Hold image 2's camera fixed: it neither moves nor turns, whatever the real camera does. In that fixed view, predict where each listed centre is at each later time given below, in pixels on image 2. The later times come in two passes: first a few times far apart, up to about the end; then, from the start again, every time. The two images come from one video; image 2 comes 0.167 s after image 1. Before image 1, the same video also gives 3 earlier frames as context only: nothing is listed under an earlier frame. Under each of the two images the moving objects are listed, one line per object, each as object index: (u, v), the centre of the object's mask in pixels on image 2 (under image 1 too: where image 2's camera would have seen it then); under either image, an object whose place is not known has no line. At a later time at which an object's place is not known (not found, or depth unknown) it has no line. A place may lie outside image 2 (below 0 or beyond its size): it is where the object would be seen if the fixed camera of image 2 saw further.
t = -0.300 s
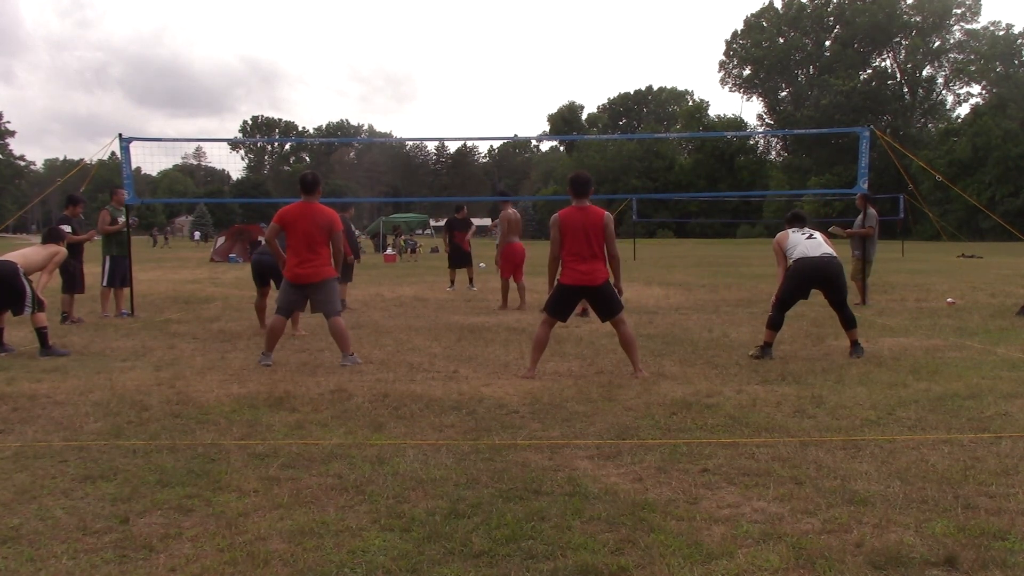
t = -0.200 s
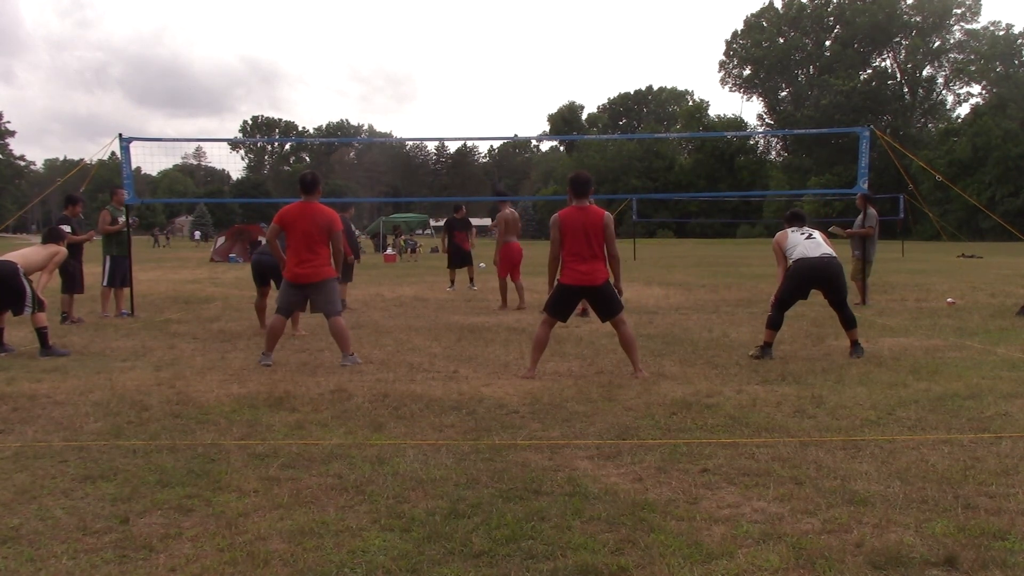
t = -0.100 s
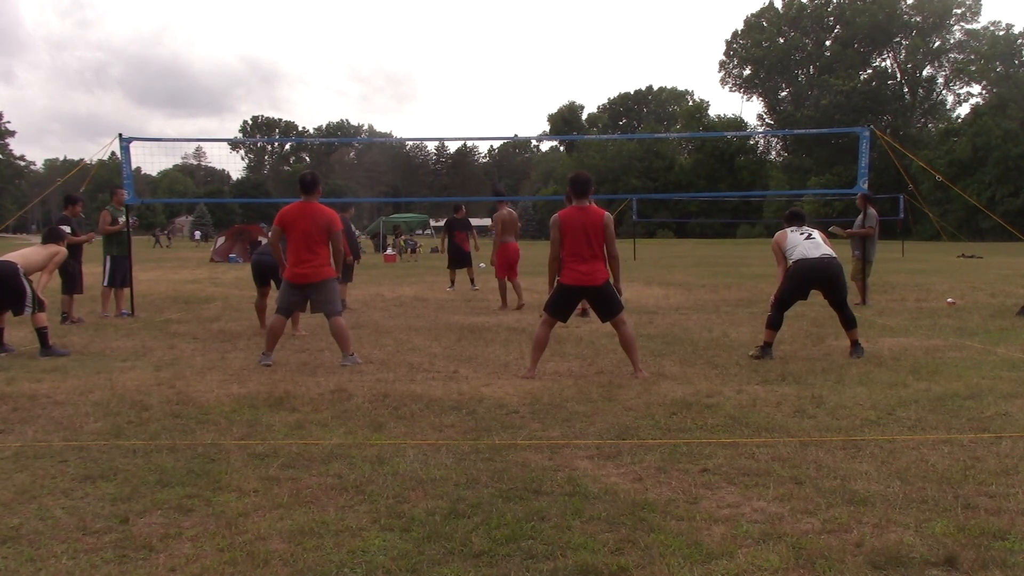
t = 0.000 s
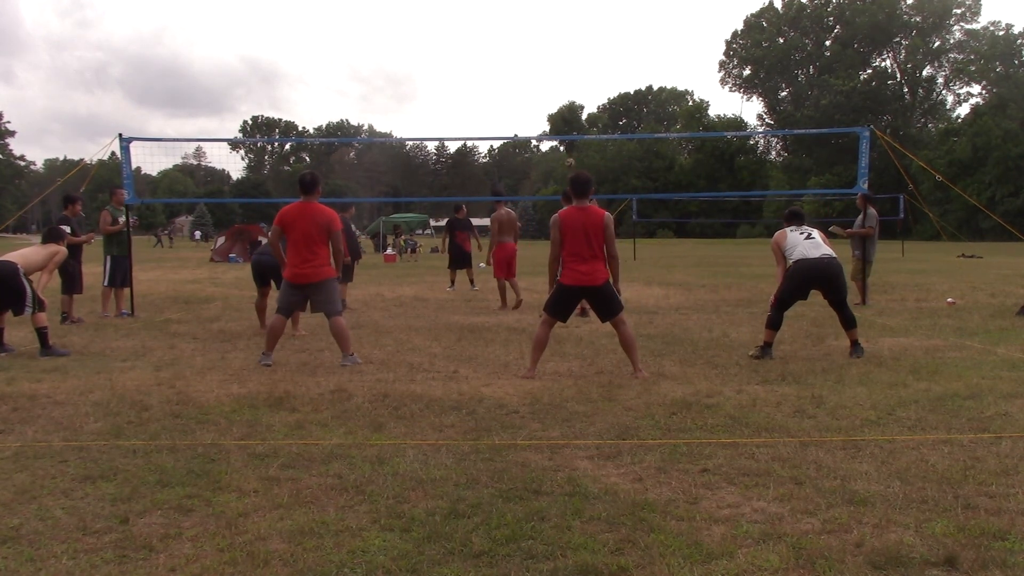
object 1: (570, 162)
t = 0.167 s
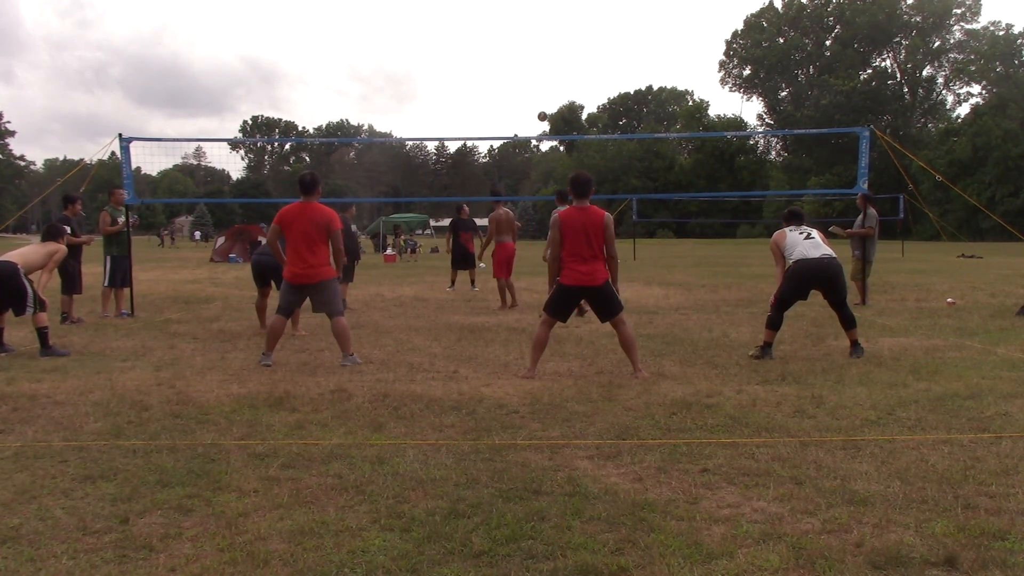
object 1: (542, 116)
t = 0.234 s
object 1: (530, 100)
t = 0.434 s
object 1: (493, 61)
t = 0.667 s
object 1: (442, 35)
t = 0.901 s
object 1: (381, 45)
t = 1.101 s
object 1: (321, 91)
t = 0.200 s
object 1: (536, 108)
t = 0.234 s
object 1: (530, 100)
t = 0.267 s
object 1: (524, 92)
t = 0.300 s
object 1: (518, 85)
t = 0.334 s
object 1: (512, 78)
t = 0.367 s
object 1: (506, 72)
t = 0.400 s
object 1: (499, 66)
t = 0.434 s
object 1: (493, 61)
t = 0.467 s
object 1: (486, 55)
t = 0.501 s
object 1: (479, 51)
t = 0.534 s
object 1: (472, 46)
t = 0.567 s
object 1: (465, 43)
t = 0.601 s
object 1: (458, 40)
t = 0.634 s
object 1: (450, 37)
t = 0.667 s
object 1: (442, 35)
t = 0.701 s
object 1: (434, 34)
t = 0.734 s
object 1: (426, 34)
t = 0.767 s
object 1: (417, 34)
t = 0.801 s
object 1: (408, 36)
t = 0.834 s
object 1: (400, 38)
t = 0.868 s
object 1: (390, 41)
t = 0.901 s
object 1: (381, 45)
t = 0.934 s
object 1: (372, 51)
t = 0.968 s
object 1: (362, 57)
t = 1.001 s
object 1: (352, 64)
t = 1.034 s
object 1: (342, 72)
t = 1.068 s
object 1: (332, 81)
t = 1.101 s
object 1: (321, 91)
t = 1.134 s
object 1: (310, 102)
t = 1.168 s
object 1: (299, 115)
